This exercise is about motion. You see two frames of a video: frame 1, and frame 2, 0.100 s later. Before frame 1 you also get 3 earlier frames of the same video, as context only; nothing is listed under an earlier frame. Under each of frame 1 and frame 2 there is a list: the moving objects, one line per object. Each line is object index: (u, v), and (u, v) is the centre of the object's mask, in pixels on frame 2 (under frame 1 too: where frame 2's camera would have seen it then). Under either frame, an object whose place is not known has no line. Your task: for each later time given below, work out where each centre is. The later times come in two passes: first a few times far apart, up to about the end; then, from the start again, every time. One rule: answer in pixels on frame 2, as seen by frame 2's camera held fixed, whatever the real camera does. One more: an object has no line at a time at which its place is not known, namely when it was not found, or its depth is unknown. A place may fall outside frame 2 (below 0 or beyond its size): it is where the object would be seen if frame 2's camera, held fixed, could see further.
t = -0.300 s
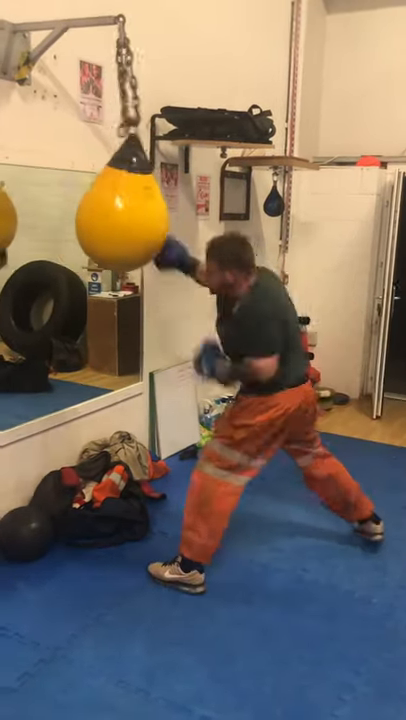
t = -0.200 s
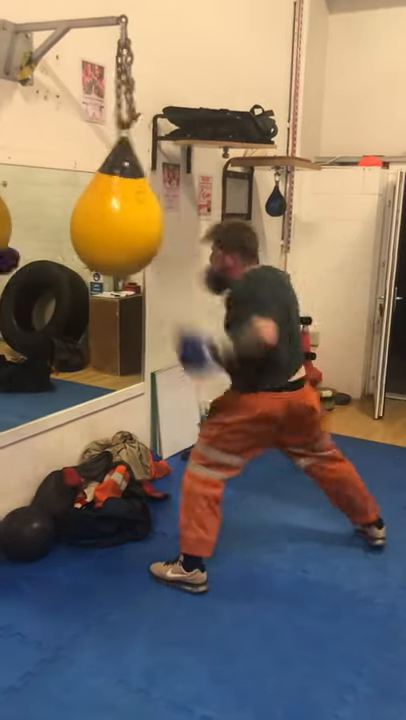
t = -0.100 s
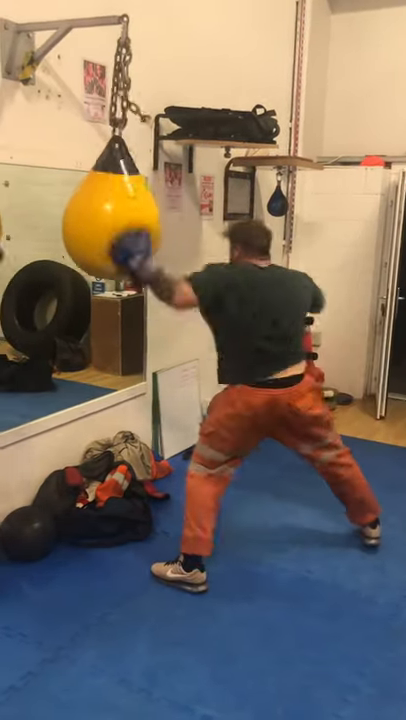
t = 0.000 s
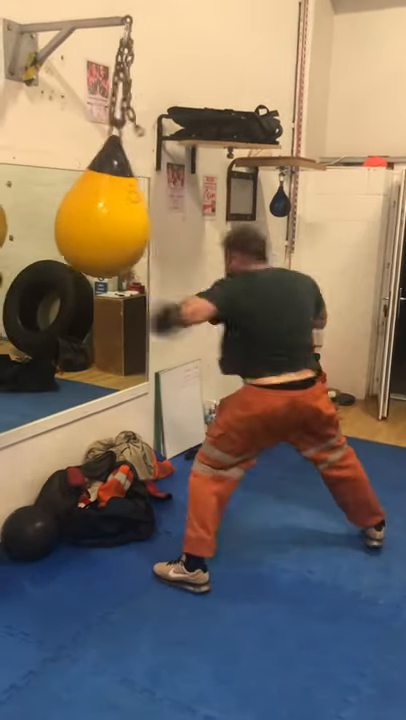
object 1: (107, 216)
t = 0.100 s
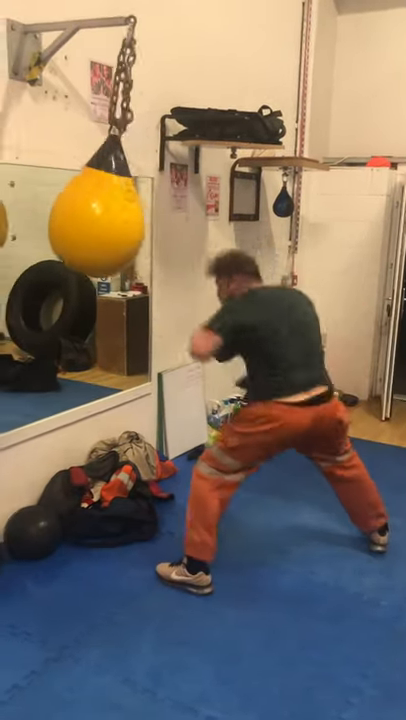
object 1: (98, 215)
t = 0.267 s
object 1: (93, 215)
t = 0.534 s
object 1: (109, 220)
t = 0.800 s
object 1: (143, 221)
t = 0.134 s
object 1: (97, 215)
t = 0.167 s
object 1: (96, 214)
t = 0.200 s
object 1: (94, 214)
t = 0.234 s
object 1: (94, 215)
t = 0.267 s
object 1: (93, 215)
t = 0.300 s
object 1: (94, 216)
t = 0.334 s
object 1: (94, 215)
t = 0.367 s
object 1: (95, 215)
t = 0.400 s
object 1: (97, 217)
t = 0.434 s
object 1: (100, 218)
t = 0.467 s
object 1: (102, 218)
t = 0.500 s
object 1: (105, 219)
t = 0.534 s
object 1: (109, 220)
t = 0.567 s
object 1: (112, 219)
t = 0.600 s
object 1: (116, 221)
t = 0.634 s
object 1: (120, 221)
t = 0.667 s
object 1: (125, 222)
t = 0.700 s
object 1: (129, 222)
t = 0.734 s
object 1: (134, 222)
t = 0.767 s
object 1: (138, 221)
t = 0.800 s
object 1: (143, 221)
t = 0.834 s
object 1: (147, 221)
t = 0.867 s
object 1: (150, 221)
